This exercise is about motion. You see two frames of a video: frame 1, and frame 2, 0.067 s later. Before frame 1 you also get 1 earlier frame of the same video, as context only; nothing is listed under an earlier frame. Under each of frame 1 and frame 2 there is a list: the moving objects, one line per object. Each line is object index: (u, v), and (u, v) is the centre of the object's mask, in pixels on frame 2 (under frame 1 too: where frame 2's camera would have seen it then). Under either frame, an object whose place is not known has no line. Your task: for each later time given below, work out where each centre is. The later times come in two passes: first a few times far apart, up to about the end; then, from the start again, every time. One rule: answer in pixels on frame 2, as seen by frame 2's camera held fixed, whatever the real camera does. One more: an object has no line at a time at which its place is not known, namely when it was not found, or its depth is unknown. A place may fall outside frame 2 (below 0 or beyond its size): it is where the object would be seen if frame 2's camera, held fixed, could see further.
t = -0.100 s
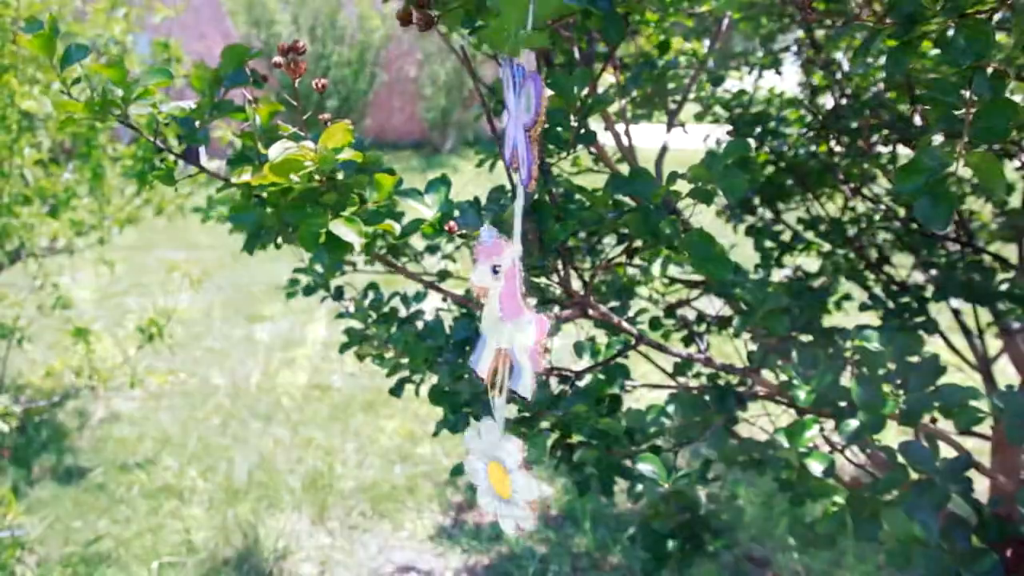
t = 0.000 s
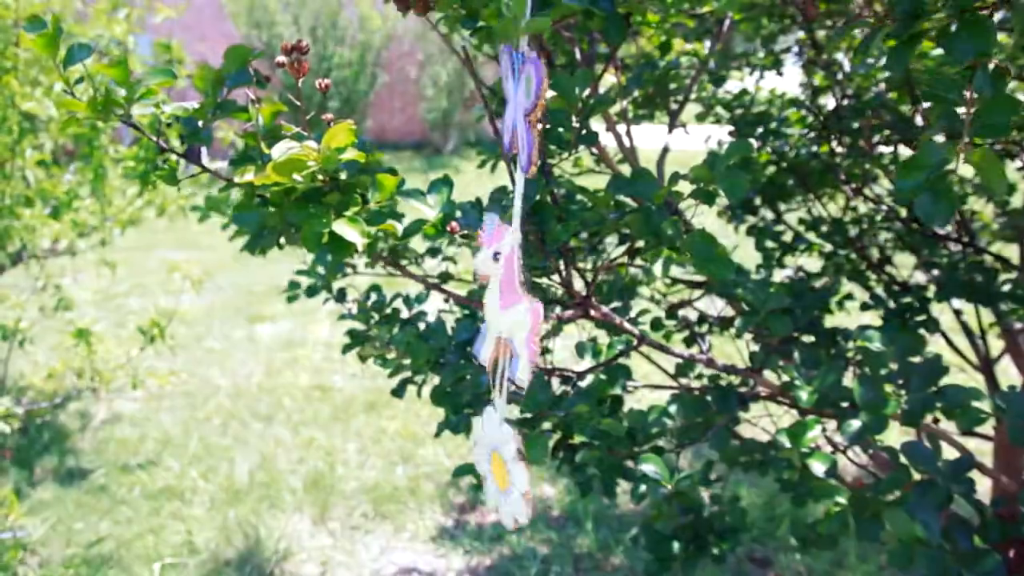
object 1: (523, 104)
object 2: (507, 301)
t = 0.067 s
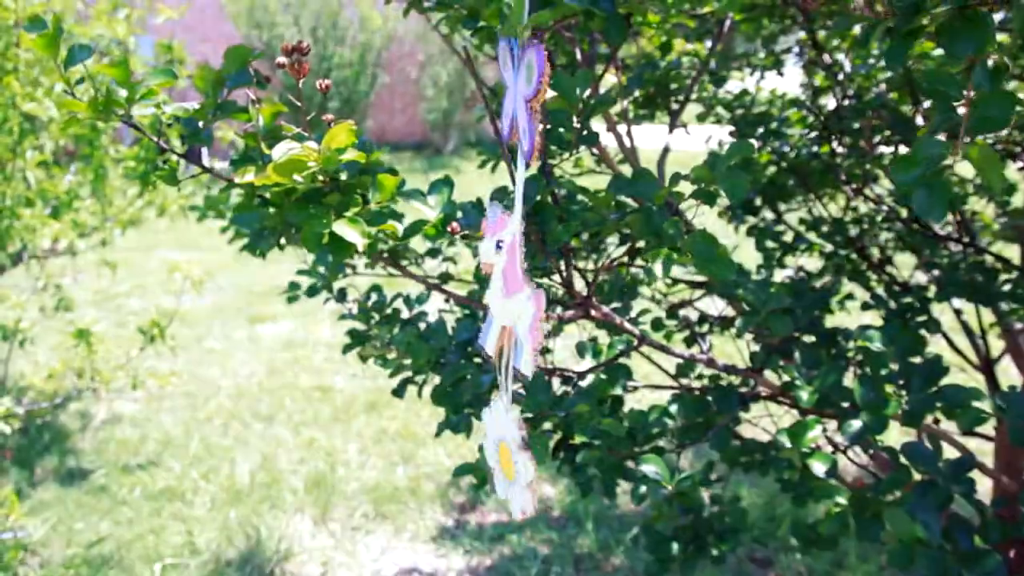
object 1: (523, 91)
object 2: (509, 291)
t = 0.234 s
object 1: (527, 73)
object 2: (525, 274)
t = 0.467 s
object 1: (534, 90)
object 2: (545, 289)
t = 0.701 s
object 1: (539, 126)
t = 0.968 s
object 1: (524, 124)
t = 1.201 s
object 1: (512, 84)
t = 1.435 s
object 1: (523, 67)
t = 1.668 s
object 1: (532, 99)
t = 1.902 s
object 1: (533, 125)
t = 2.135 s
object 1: (526, 112)
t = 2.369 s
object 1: (518, 83)
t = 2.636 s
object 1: (517, 80)
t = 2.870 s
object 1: (521, 103)
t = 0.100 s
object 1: (524, 90)
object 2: (512, 285)
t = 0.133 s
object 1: (525, 89)
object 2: (514, 283)
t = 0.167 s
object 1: (527, 87)
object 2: (517, 279)
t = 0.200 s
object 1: (530, 85)
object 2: (521, 277)
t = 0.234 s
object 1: (527, 73)
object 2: (525, 274)
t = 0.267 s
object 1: (527, 73)
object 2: (528, 274)
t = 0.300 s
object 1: (528, 73)
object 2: (531, 274)
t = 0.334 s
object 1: (528, 74)
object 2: (535, 274)
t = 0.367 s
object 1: (530, 77)
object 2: (539, 277)
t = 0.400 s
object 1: (532, 82)
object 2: (542, 281)
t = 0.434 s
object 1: (533, 85)
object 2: (544, 285)
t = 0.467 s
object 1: (534, 90)
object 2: (545, 289)
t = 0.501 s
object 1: (535, 95)
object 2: (546, 292)
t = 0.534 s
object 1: (537, 101)
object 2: (548, 296)
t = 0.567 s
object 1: (539, 109)
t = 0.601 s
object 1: (540, 114)
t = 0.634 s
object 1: (540, 117)
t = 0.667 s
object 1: (540, 122)
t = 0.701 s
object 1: (539, 126)
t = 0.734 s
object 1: (538, 129)
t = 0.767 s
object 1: (537, 131)
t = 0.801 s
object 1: (536, 131)
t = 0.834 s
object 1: (534, 132)
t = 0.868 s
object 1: (531, 131)
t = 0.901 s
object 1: (528, 129)
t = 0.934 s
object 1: (526, 126)
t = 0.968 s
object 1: (524, 124)
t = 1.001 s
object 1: (522, 119)
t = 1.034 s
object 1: (519, 113)
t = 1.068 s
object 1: (517, 107)
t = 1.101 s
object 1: (516, 101)
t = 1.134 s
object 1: (515, 97)
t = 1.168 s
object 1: (513, 91)
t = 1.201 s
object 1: (512, 84)
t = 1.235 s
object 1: (513, 78)
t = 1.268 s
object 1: (512, 74)
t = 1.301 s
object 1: (514, 70)
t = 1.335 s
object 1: (515, 68)
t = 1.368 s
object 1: (518, 65)
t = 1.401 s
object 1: (520, 65)
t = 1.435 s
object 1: (523, 67)
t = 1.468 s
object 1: (523, 68)
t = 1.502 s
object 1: (525, 71)
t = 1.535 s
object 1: (527, 75)
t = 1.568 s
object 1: (529, 81)
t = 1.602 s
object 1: (530, 87)
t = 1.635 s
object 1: (531, 91)
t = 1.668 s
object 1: (532, 99)
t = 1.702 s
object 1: (532, 106)
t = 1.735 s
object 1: (533, 111)
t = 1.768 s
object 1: (534, 116)
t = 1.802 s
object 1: (534, 118)
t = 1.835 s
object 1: (534, 122)
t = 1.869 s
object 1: (533, 124)
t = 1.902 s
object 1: (533, 125)
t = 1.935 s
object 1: (532, 125)
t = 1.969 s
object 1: (532, 124)
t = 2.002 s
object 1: (531, 123)
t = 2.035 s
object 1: (529, 121)
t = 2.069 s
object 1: (527, 118)
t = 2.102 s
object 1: (526, 115)
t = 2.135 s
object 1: (526, 112)
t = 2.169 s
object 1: (525, 108)
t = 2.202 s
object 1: (523, 104)
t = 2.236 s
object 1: (522, 98)
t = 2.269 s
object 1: (520, 94)
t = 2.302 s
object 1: (520, 91)
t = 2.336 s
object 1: (519, 87)
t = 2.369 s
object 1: (518, 83)
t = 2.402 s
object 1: (516, 80)
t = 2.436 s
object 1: (516, 78)
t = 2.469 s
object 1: (516, 77)
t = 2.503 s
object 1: (515, 76)
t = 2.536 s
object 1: (515, 76)
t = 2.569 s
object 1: (515, 77)
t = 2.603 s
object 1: (516, 78)
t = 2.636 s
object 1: (517, 80)
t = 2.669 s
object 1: (517, 82)
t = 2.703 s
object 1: (518, 86)
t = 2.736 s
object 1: (519, 90)
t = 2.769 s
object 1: (519, 93)
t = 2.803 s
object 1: (519, 96)
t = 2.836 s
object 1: (520, 99)
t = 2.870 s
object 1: (521, 103)
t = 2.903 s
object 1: (521, 107)
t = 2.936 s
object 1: (522, 108)
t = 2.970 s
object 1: (523, 111)
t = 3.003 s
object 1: (525, 113)
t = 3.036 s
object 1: (526, 115)
